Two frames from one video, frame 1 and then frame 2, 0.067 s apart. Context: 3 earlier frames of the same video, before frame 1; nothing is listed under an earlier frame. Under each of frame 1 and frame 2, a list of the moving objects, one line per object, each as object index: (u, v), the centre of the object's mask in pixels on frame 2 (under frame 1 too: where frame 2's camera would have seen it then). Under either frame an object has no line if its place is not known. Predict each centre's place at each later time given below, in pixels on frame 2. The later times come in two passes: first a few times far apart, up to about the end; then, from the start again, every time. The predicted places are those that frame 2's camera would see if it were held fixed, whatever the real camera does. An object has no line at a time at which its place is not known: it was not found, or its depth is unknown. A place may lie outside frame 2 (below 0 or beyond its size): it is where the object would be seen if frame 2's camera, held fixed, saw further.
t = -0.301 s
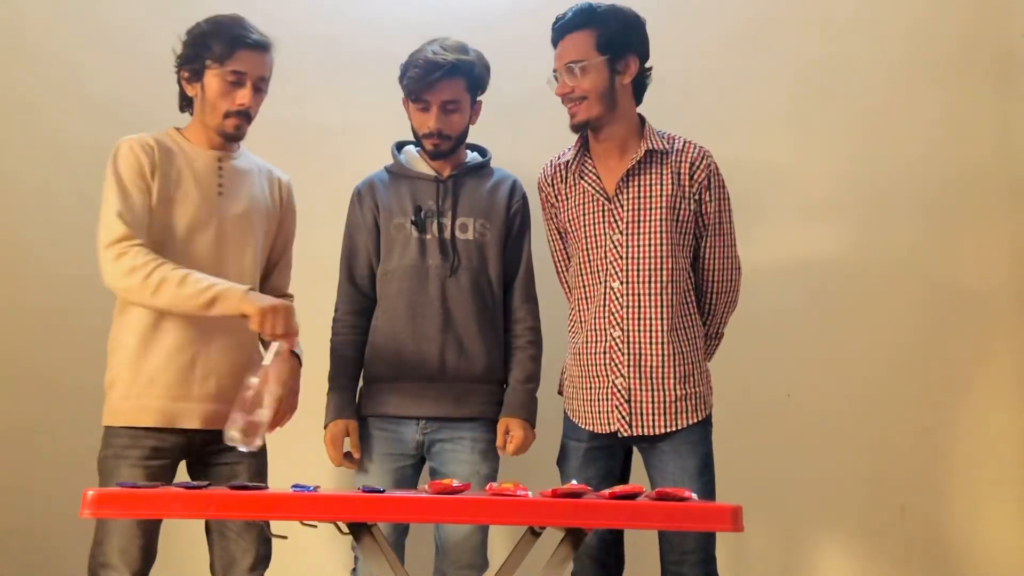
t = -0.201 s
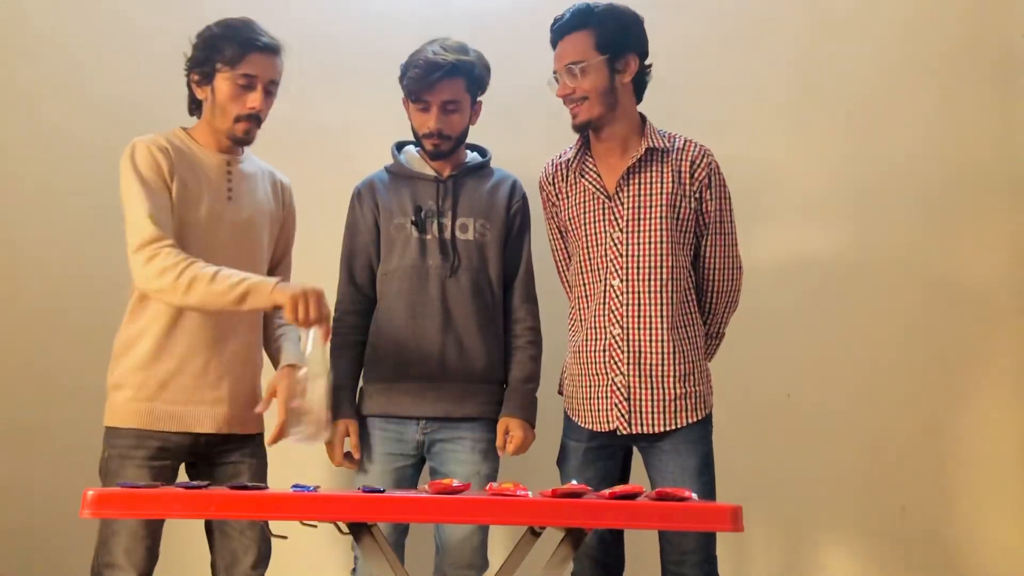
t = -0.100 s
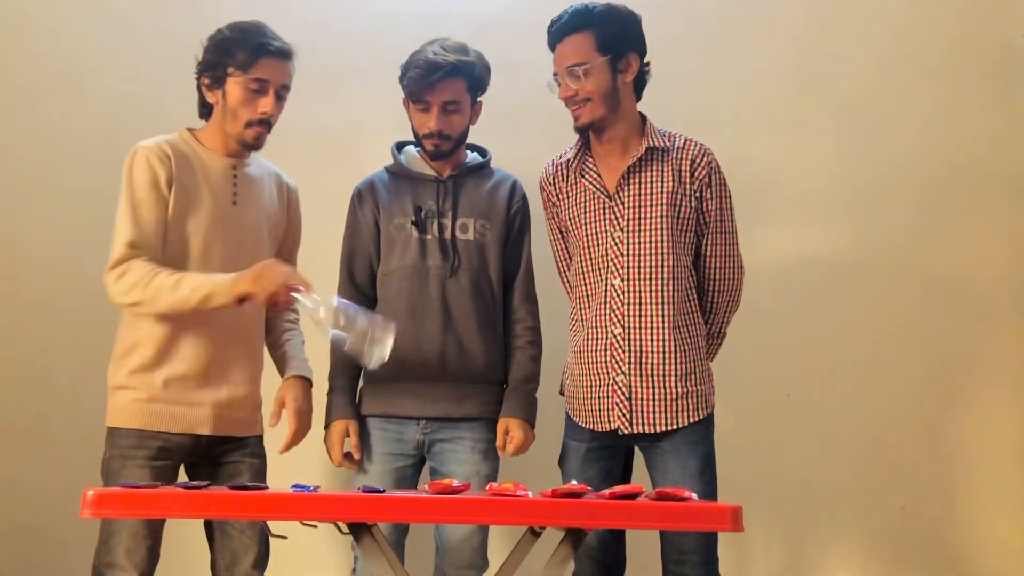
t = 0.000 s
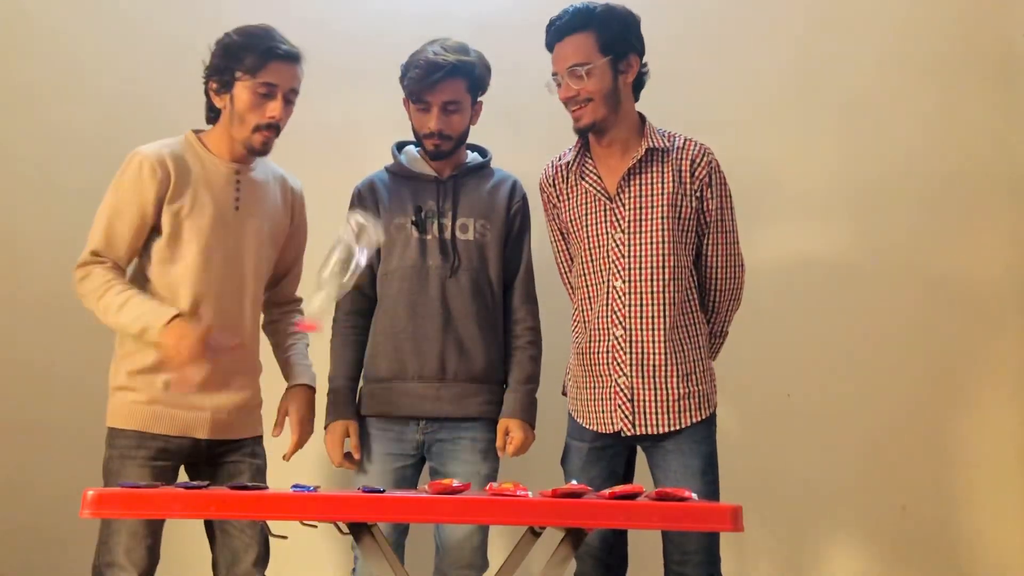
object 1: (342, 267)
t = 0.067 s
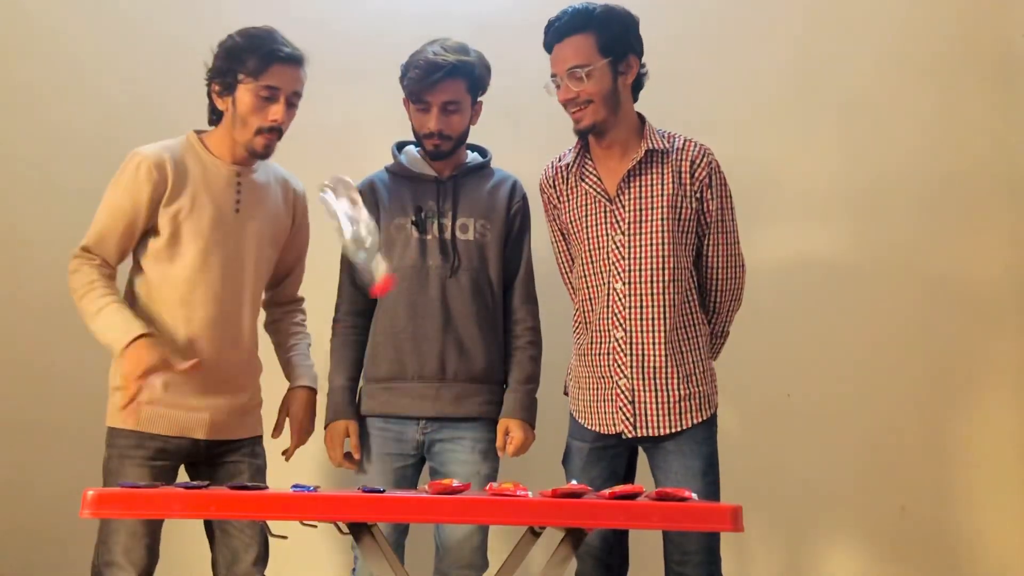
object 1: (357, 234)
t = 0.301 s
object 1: (304, 266)
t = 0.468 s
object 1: (255, 427)
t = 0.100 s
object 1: (360, 215)
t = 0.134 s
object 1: (356, 202)
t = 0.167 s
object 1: (347, 198)
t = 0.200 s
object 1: (335, 203)
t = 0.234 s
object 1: (323, 218)
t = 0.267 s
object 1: (313, 240)
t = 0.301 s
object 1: (304, 266)
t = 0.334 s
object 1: (296, 300)
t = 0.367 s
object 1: (284, 341)
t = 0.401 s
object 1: (273, 386)
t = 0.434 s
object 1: (263, 428)
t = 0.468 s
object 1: (255, 427)
